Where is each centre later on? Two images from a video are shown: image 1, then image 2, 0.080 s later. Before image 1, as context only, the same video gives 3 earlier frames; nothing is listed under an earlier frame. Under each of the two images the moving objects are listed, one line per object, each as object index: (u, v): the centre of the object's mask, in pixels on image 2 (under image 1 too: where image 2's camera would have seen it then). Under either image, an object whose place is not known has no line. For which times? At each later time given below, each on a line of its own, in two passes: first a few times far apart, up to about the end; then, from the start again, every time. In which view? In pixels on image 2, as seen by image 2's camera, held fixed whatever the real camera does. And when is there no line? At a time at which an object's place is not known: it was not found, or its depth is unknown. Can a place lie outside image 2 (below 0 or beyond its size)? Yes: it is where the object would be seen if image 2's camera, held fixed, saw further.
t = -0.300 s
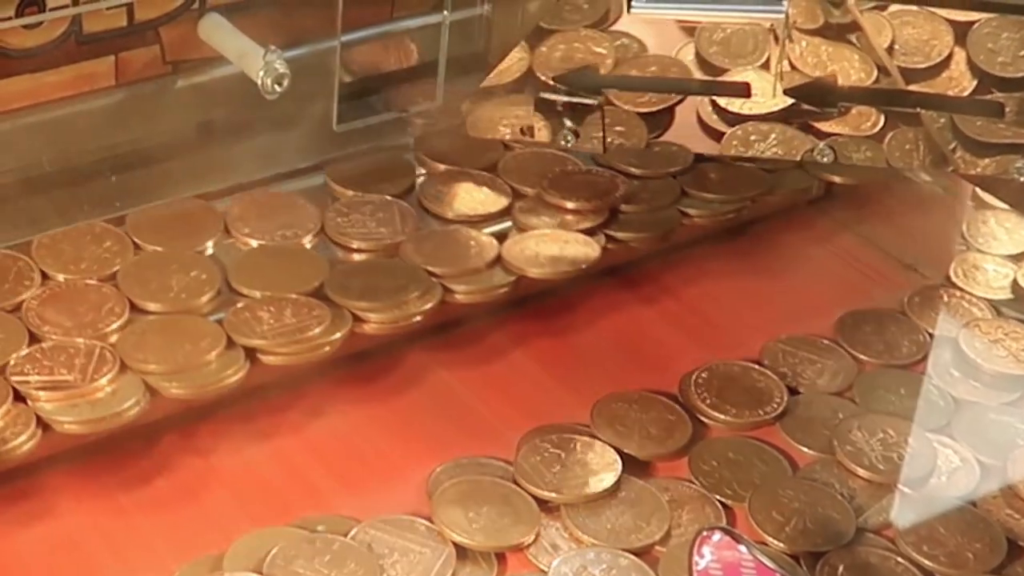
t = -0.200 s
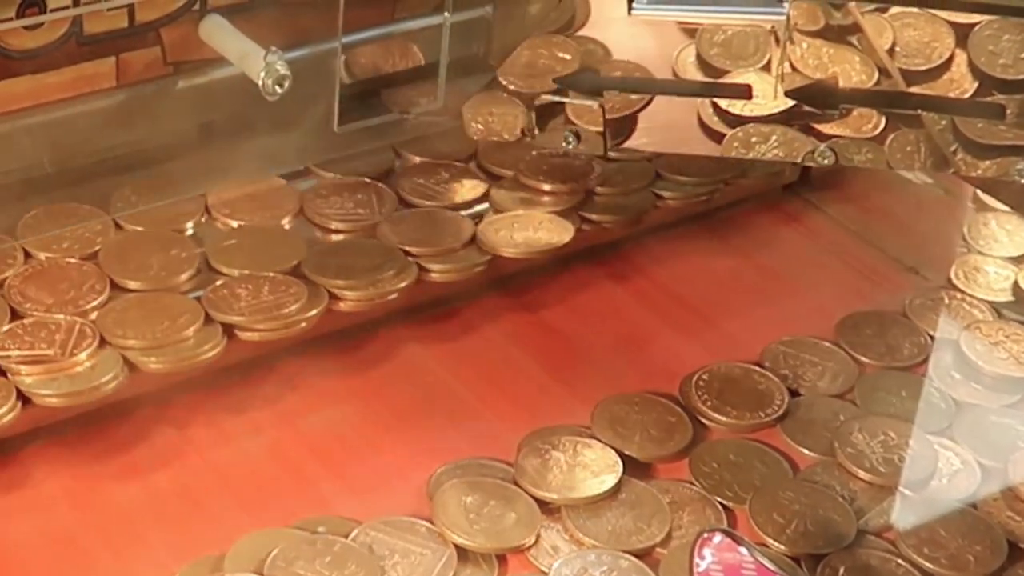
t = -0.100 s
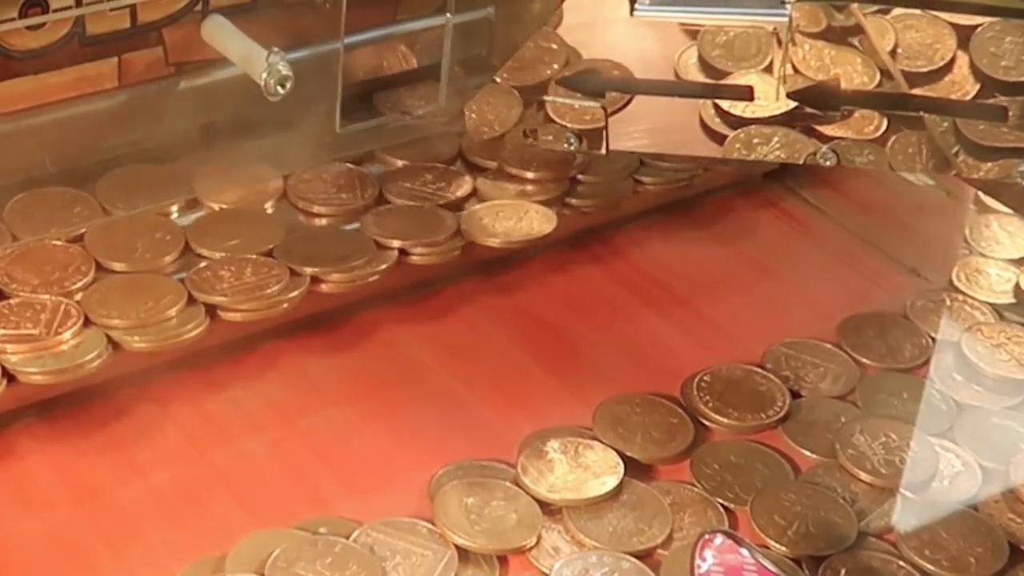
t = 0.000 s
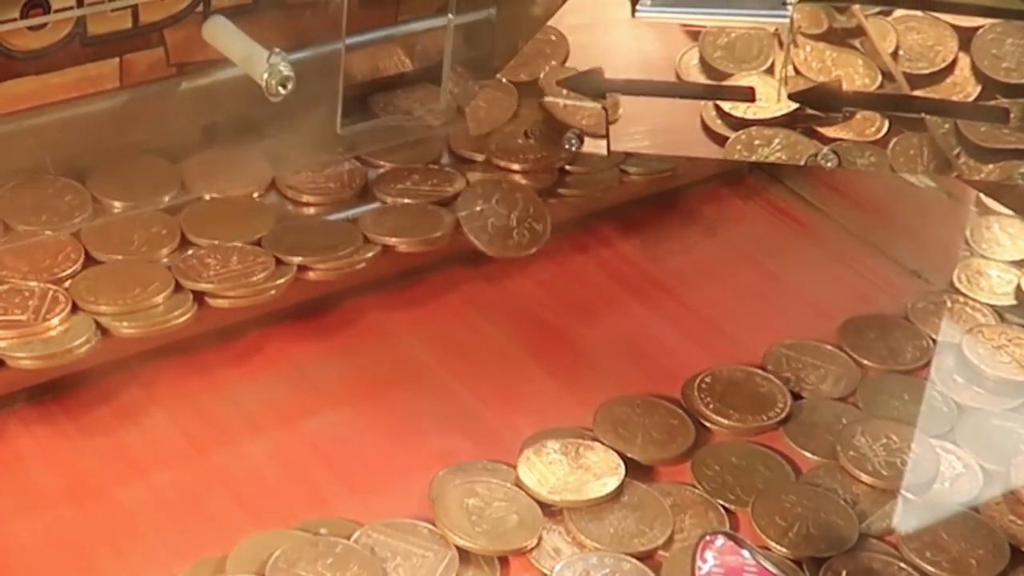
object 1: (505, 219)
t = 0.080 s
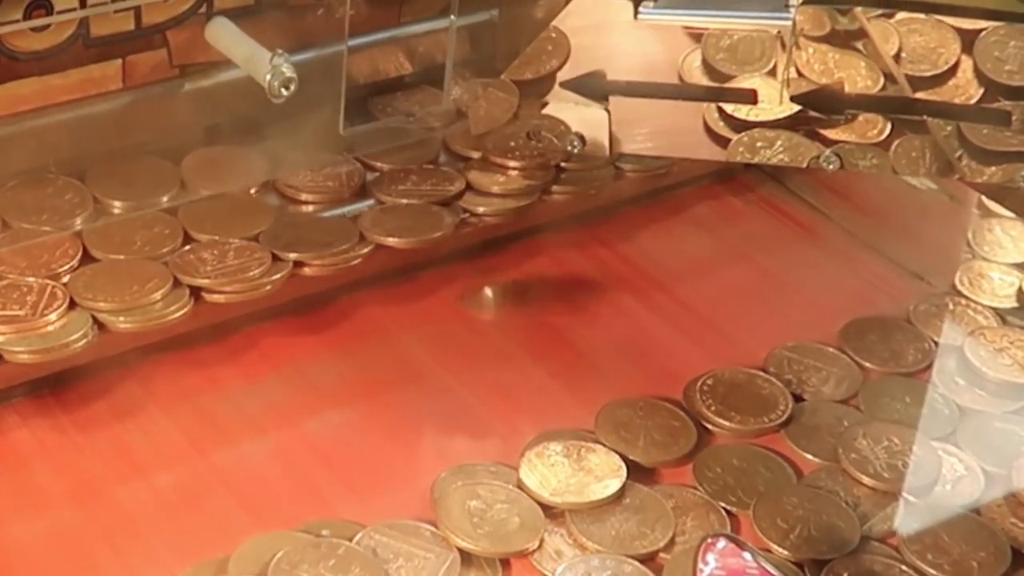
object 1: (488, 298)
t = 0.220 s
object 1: (518, 326)
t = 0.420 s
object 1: (517, 332)
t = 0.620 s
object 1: (520, 340)
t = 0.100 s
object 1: (507, 306)
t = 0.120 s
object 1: (513, 305)
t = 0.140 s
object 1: (514, 300)
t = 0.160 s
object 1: (516, 305)
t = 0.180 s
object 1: (519, 326)
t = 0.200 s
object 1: (518, 331)
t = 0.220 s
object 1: (518, 326)
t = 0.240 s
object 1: (519, 326)
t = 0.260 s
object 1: (519, 334)
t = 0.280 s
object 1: (519, 333)
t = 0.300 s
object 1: (517, 332)
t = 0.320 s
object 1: (515, 337)
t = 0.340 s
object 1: (515, 332)
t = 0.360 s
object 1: (516, 330)
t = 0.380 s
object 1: (513, 335)
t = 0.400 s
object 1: (515, 330)
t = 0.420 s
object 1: (517, 332)
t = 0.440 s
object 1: (517, 333)
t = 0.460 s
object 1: (518, 332)
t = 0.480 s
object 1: (518, 336)
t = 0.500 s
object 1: (518, 335)
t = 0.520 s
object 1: (517, 335)
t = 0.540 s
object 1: (516, 335)
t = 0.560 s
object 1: (515, 336)
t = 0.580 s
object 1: (515, 335)
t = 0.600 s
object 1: (516, 335)
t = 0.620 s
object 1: (520, 340)
